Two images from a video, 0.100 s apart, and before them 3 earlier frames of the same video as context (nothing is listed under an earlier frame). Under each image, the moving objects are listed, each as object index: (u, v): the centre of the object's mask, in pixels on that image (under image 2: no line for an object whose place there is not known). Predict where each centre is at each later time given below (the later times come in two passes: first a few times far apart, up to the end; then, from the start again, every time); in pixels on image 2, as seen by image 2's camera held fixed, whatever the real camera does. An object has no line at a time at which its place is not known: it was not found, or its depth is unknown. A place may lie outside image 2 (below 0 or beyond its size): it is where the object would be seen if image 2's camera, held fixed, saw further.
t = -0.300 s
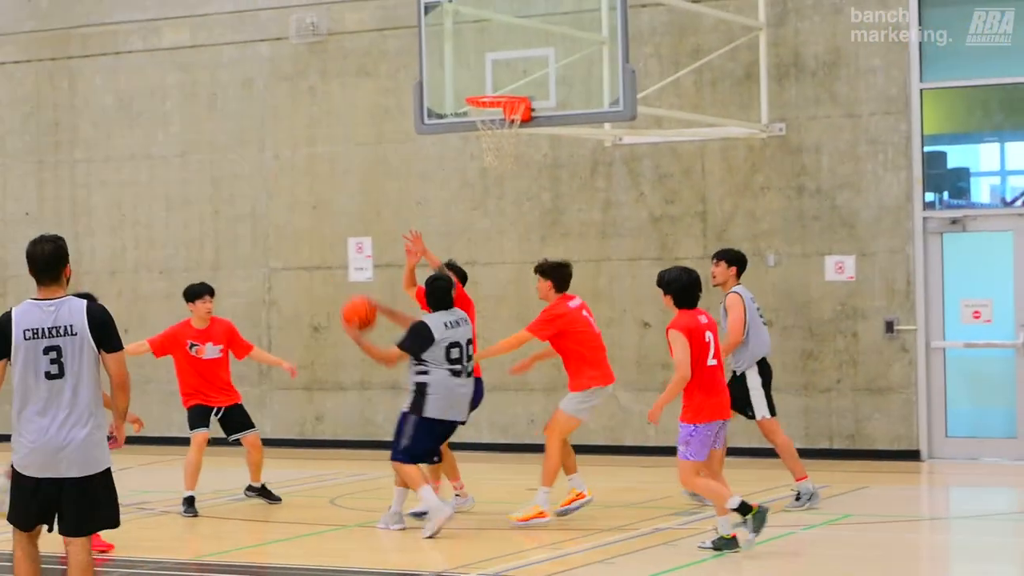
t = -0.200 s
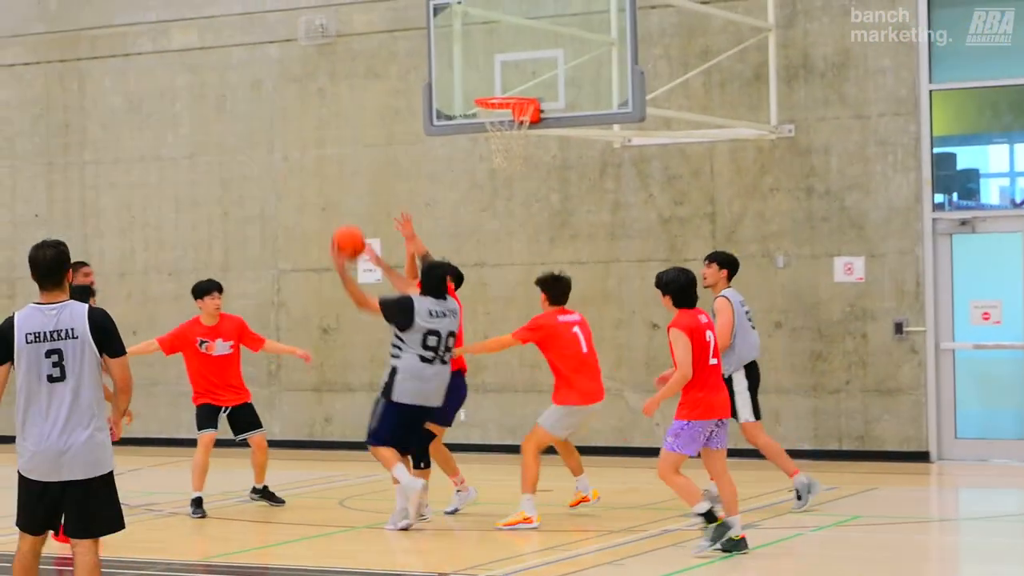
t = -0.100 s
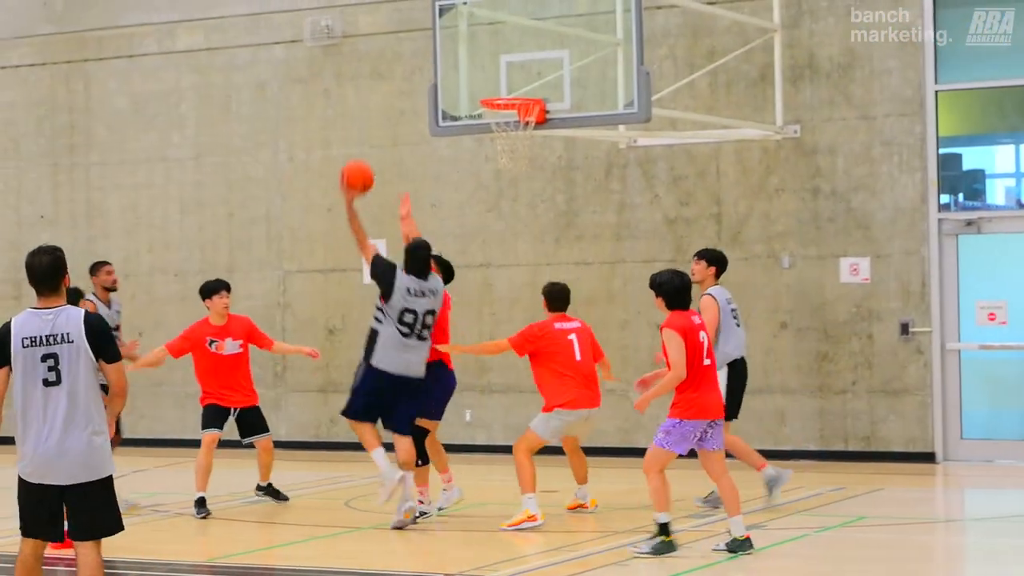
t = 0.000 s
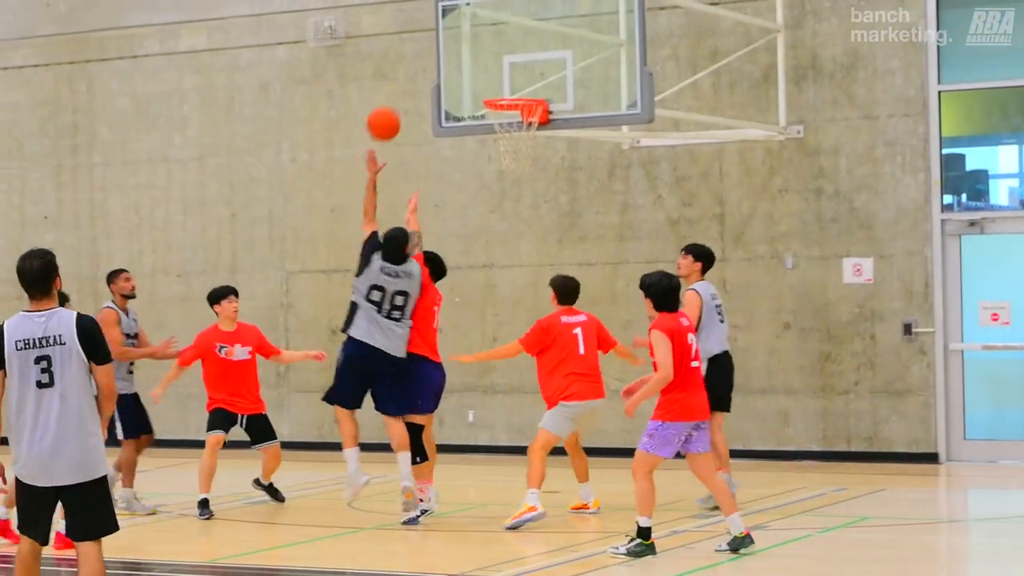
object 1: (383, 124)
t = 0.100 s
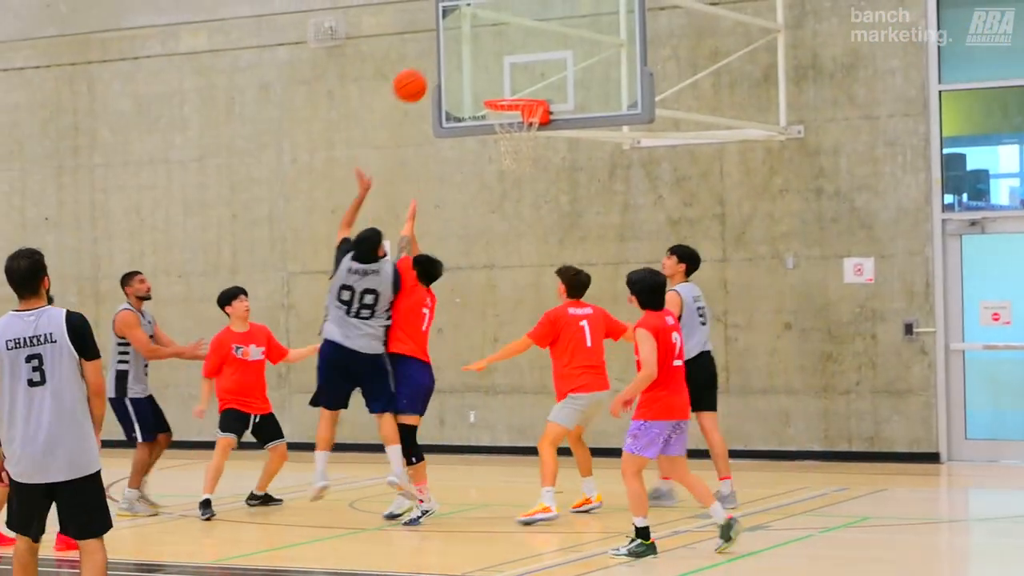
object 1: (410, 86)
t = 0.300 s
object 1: (459, 51)
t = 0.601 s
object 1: (528, 94)
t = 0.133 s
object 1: (418, 76)
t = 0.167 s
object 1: (426, 68)
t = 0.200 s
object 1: (434, 61)
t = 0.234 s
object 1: (443, 56)
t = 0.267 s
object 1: (450, 53)
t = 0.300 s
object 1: (459, 51)
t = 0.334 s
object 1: (467, 51)
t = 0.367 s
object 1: (475, 52)
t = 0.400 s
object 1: (483, 54)
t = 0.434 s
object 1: (490, 58)
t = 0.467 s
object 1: (499, 63)
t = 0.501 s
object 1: (507, 69)
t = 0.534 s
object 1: (514, 78)
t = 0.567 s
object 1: (522, 86)
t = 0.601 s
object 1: (528, 94)
